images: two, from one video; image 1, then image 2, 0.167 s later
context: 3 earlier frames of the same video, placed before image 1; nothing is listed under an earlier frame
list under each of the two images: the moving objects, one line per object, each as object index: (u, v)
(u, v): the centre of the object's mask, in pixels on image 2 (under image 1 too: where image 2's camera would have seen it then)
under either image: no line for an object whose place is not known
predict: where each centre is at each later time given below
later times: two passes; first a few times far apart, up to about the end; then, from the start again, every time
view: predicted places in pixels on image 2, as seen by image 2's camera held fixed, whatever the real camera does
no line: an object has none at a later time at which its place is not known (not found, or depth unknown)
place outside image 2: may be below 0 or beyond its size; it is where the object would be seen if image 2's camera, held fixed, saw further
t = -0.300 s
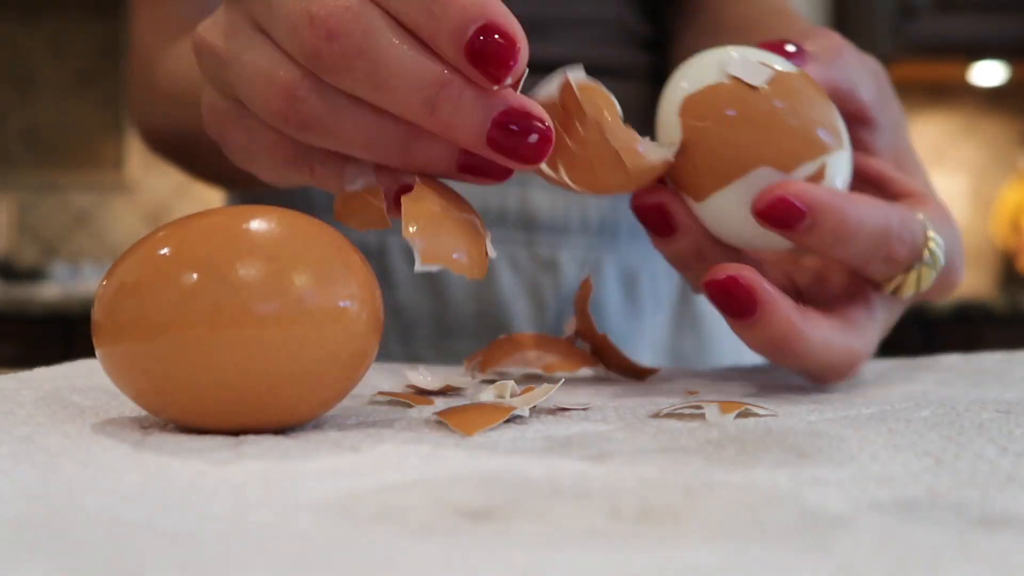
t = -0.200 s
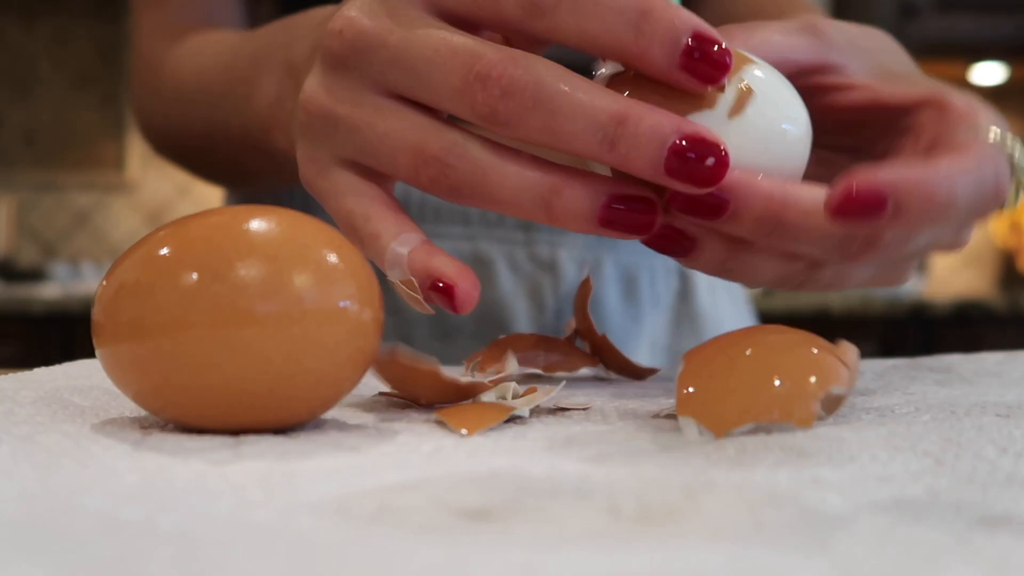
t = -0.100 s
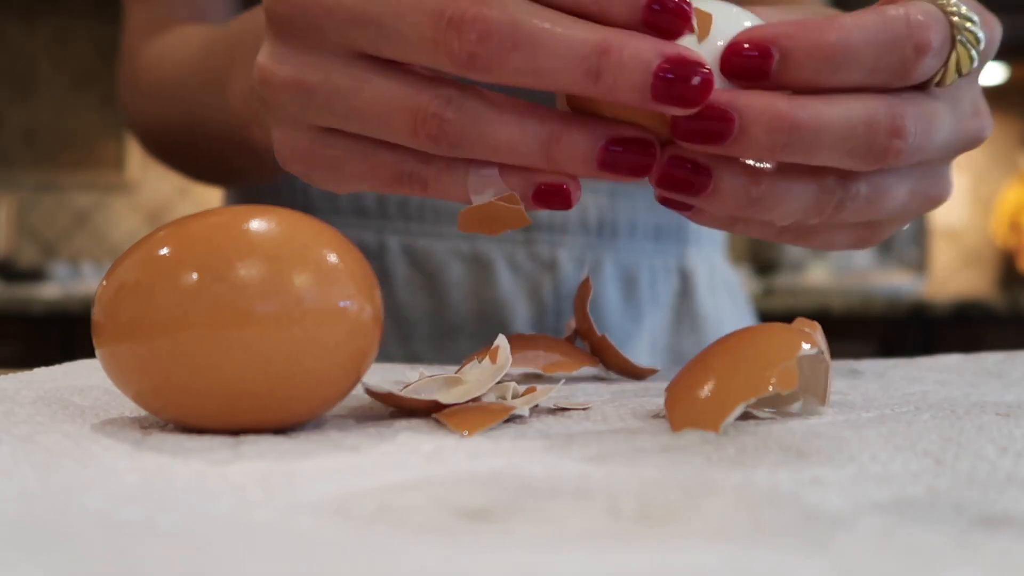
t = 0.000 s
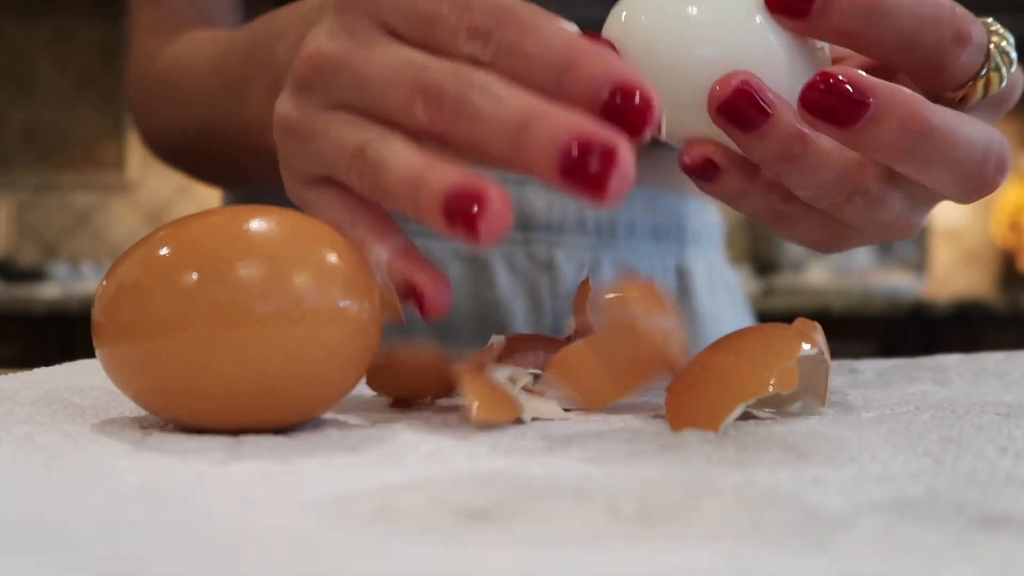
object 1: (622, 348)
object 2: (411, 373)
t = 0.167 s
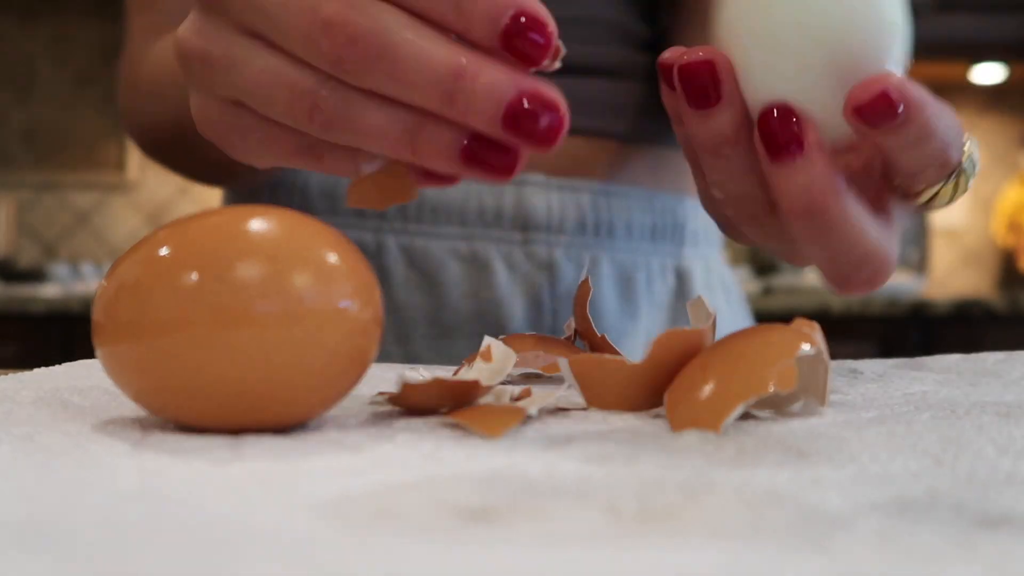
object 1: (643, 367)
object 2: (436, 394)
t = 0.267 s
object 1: (643, 366)
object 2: (436, 390)
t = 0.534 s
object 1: (644, 365)
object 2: (436, 390)
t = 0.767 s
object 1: (644, 366)
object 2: (436, 390)
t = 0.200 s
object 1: (643, 367)
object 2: (436, 395)
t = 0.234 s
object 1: (643, 367)
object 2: (435, 390)
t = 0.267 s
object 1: (643, 366)
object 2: (436, 390)
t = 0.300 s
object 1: (643, 366)
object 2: (436, 390)
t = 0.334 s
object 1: (644, 365)
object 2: (436, 390)
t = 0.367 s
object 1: (644, 365)
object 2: (436, 390)
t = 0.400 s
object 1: (644, 365)
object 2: (436, 390)
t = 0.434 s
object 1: (644, 366)
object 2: (436, 390)
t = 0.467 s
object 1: (644, 365)
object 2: (436, 390)
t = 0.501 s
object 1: (644, 365)
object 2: (436, 390)
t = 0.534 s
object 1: (644, 365)
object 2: (436, 390)
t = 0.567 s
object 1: (644, 365)
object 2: (436, 390)
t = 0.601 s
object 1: (645, 365)
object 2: (436, 390)
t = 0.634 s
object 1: (645, 365)
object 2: (436, 390)
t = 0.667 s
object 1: (644, 366)
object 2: (436, 390)
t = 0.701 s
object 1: (644, 366)
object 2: (436, 390)
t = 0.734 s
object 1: (644, 366)
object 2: (437, 390)
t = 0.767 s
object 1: (644, 366)
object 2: (436, 390)
